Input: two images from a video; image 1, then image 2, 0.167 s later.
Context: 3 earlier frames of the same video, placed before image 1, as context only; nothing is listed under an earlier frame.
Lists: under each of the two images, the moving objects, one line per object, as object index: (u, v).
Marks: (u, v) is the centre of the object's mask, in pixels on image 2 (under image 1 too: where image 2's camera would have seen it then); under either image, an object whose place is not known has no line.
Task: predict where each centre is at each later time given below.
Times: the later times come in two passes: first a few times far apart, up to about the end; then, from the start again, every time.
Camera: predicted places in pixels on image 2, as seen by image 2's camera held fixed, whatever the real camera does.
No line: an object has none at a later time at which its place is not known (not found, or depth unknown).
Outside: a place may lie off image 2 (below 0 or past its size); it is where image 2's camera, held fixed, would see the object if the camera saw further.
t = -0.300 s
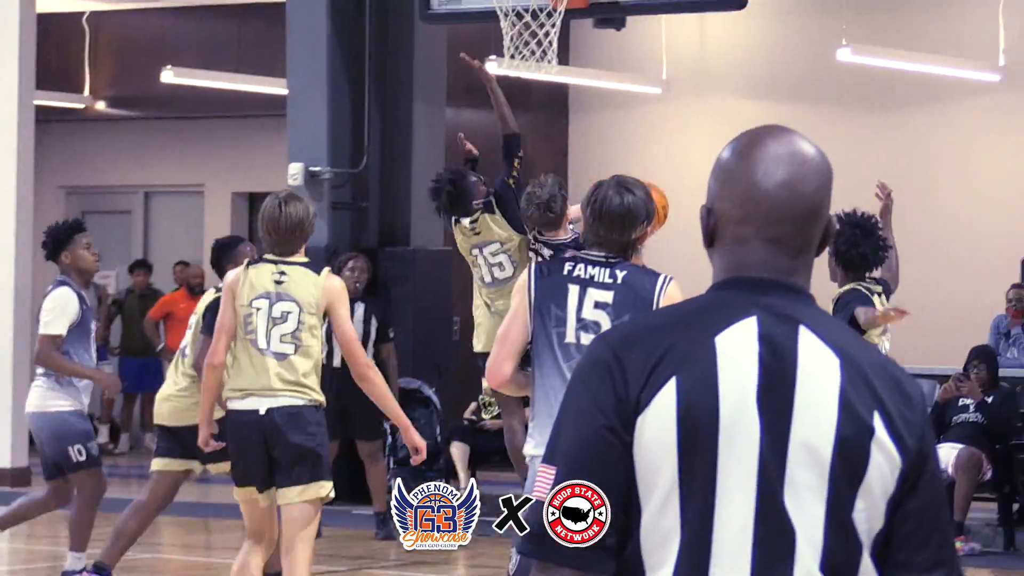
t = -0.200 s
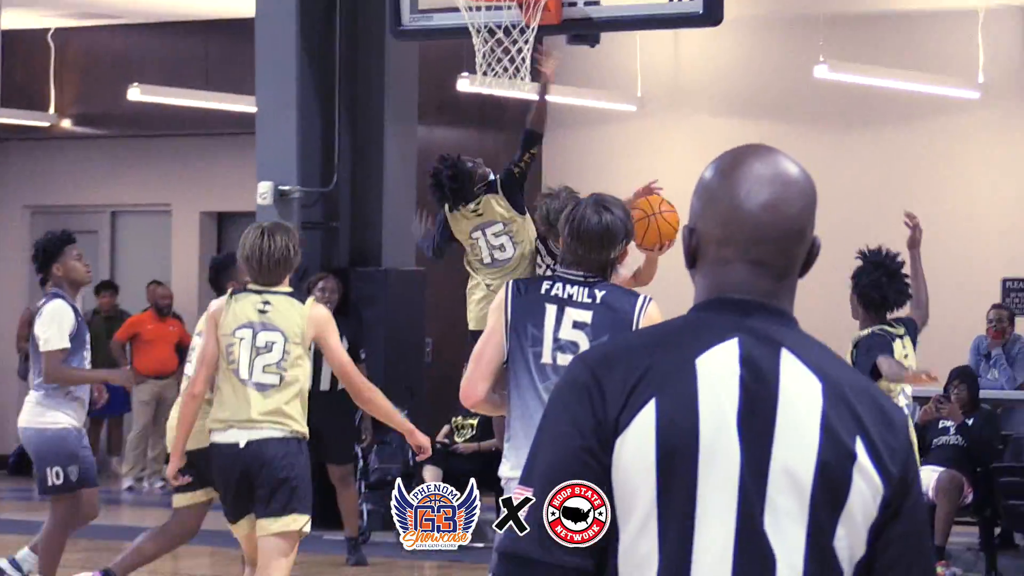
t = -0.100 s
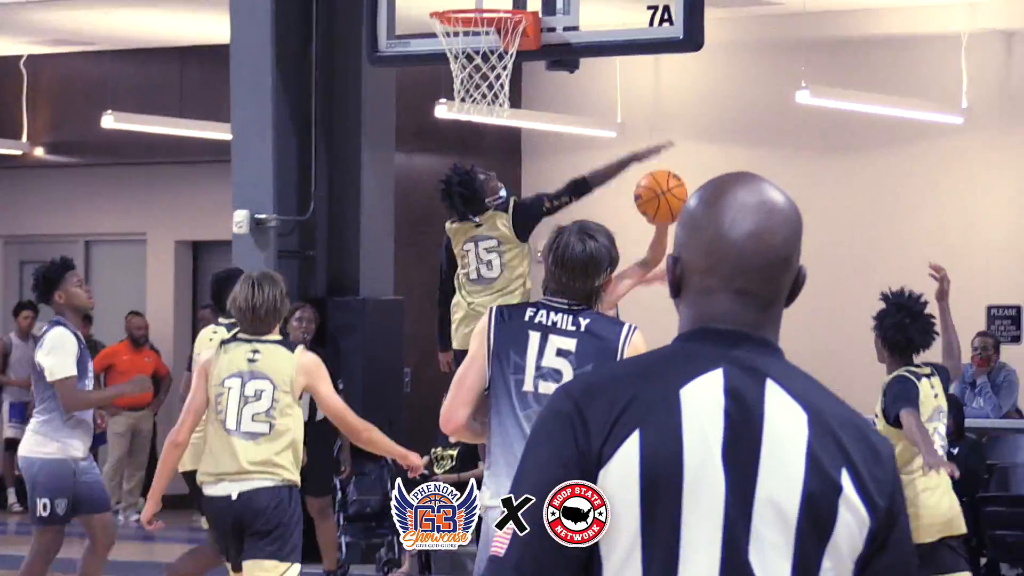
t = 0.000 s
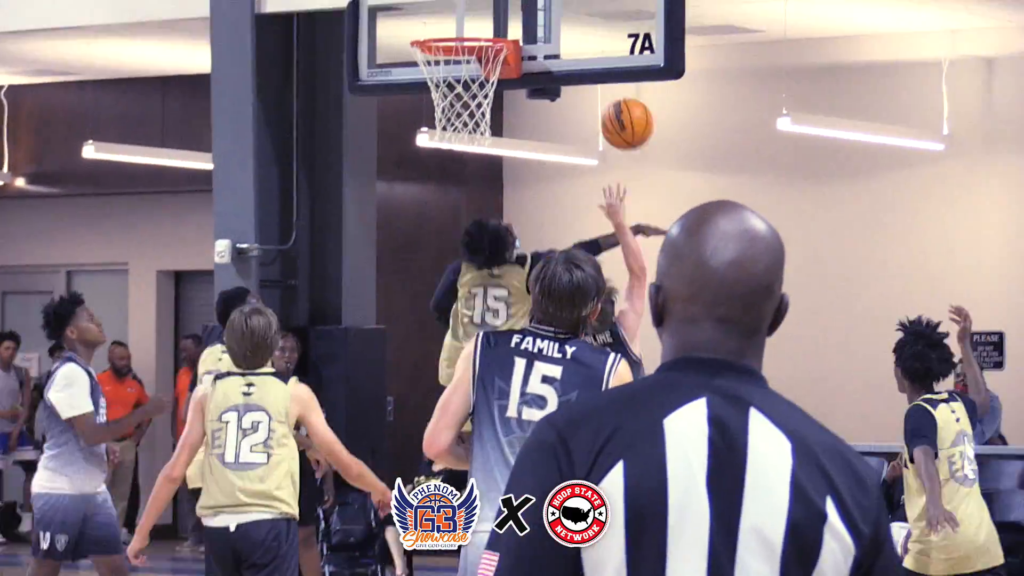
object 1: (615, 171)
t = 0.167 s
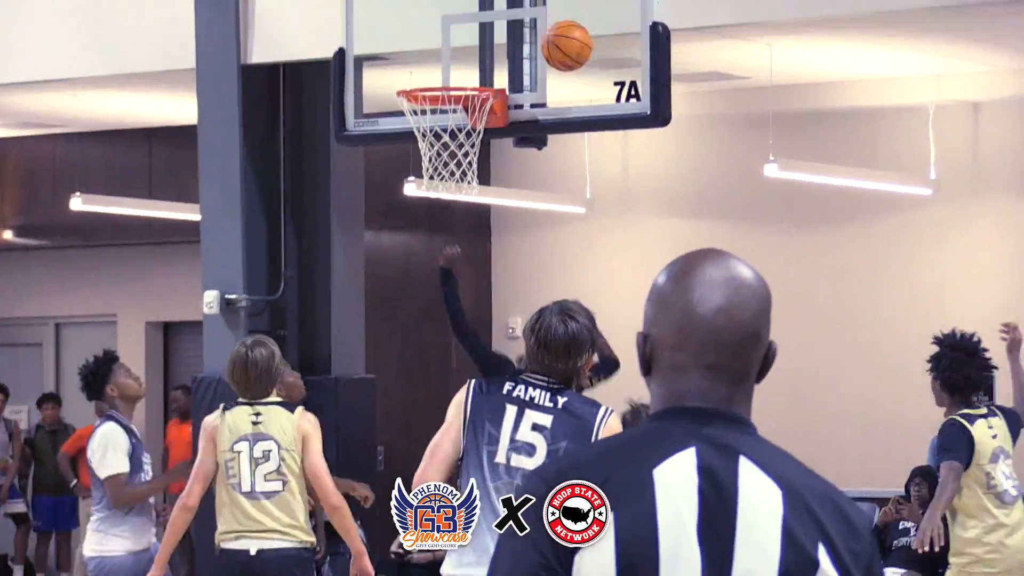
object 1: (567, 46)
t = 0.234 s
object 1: (548, 12)
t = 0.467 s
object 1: (481, -12)
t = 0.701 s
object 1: (421, 70)
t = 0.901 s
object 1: (453, 75)
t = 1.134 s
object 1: (450, 90)
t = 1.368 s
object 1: (473, 158)
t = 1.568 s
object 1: (472, 268)
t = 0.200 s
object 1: (558, 28)
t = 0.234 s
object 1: (548, 12)
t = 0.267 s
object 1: (539, -1)
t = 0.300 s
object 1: (530, -8)
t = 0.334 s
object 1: (520, -13)
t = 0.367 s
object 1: (510, -16)
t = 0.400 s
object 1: (501, -17)
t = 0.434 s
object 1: (491, -16)
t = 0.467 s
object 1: (481, -12)
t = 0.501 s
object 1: (471, -6)
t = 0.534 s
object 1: (462, 3)
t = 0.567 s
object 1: (452, 14)
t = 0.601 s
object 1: (442, 27)
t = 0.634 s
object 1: (433, 42)
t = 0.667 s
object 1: (423, 60)
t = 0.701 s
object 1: (421, 70)
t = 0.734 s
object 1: (435, 69)
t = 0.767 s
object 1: (448, 70)
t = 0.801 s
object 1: (462, 72)
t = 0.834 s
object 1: (474, 75)
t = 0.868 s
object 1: (464, 76)
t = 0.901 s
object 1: (453, 75)
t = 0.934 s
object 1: (441, 73)
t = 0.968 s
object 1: (429, 75)
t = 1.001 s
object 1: (425, 82)
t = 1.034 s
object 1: (432, 74)
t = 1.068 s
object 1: (438, 74)
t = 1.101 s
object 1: (444, 85)
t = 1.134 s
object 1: (450, 90)
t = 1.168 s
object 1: (457, 98)
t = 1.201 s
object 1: (464, 108)
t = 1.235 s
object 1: (467, 117)
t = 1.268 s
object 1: (471, 124)
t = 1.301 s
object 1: (471, 137)
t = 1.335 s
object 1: (473, 146)
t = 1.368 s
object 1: (473, 158)
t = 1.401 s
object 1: (472, 170)
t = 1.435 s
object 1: (473, 186)
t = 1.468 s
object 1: (473, 204)
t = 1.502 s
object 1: (471, 224)
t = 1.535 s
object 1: (471, 244)
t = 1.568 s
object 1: (472, 268)
